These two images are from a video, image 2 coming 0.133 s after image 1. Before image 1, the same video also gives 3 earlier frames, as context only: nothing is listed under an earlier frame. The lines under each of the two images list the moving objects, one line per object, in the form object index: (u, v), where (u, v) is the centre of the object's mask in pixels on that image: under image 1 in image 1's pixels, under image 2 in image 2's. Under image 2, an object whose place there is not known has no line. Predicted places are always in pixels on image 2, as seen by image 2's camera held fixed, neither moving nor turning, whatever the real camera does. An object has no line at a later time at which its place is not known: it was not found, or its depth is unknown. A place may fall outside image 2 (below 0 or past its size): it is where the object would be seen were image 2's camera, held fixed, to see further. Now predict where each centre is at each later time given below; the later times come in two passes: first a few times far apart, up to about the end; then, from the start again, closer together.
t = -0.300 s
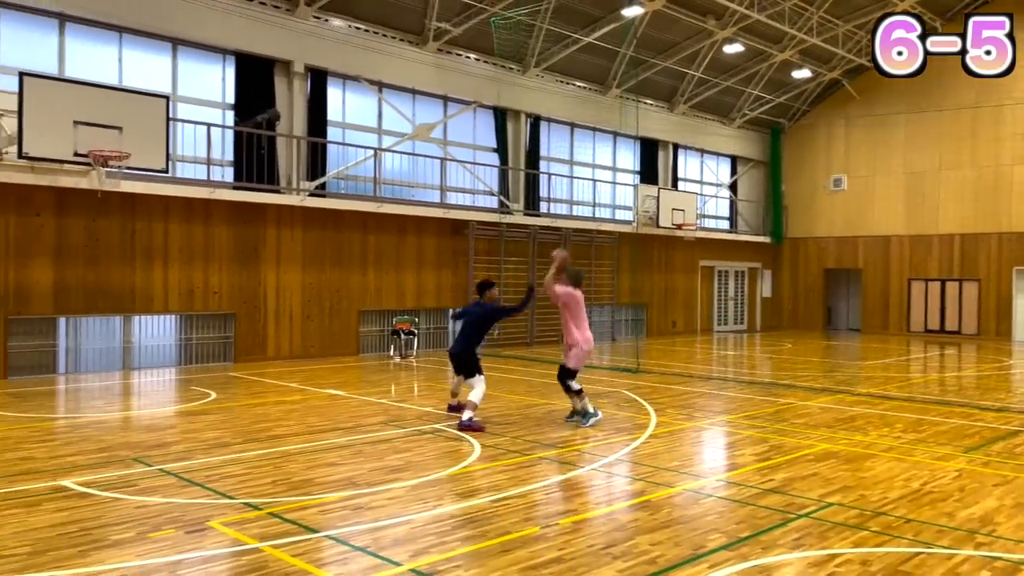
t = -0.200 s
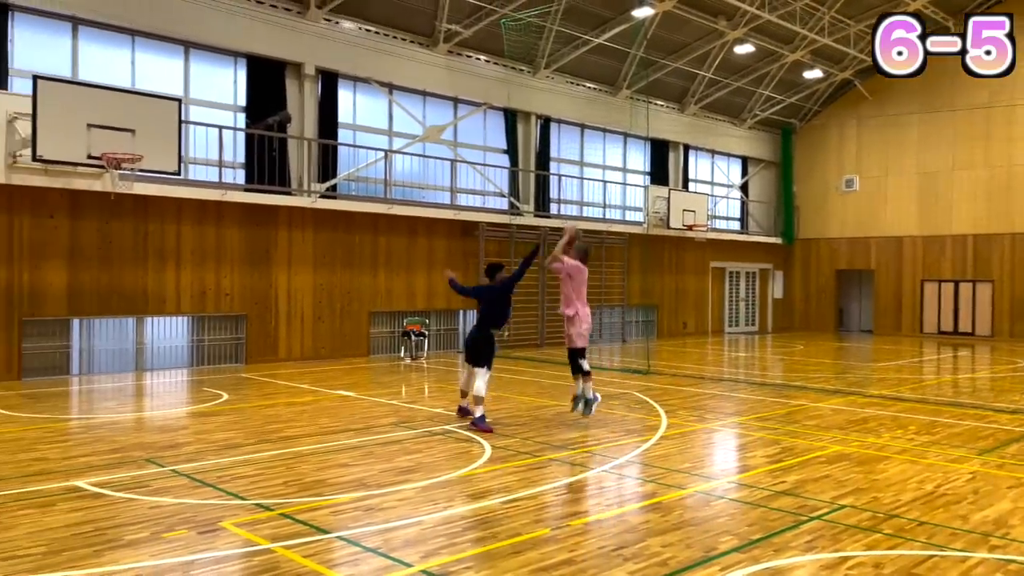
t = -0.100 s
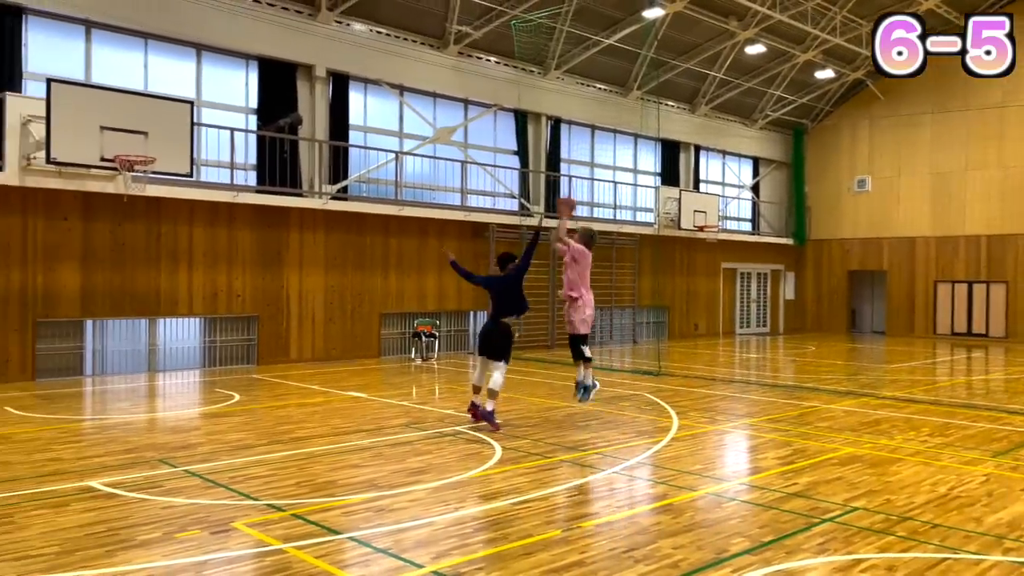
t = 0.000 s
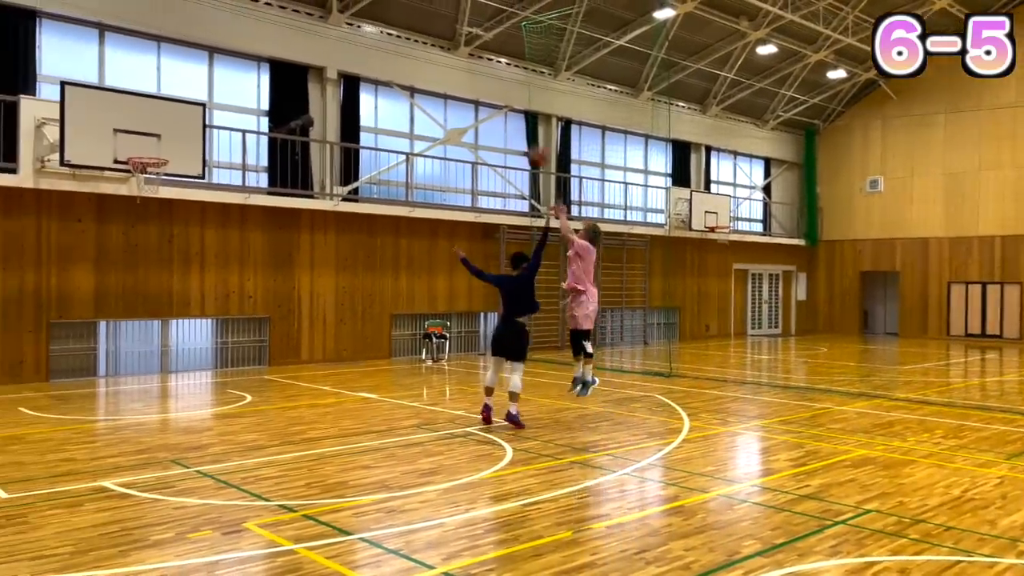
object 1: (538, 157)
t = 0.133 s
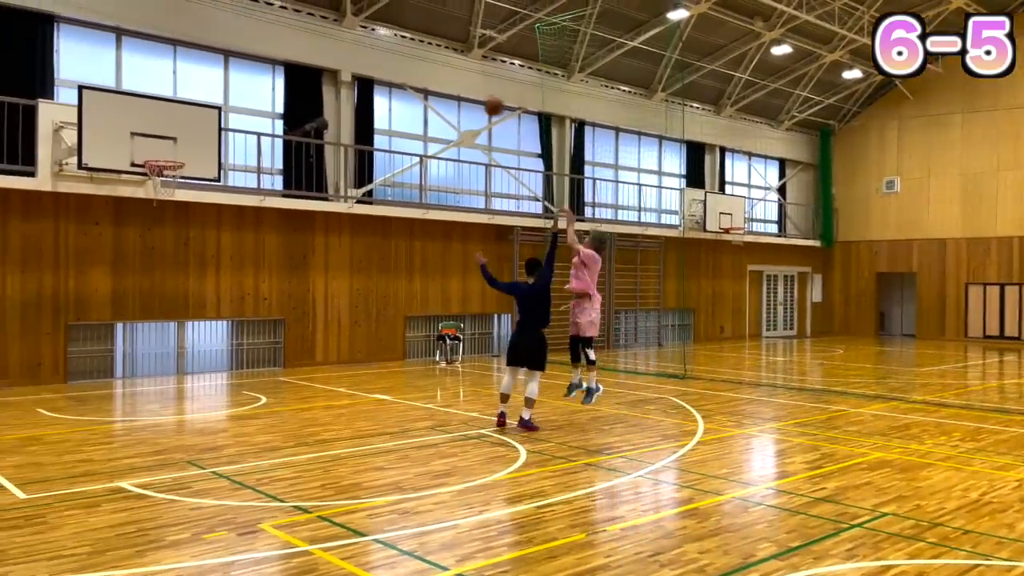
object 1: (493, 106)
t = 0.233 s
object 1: (453, 78)
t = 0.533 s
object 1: (339, 45)
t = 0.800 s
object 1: (246, 77)
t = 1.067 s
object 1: (158, 155)
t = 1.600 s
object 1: (189, 371)
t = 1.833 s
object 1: (228, 289)
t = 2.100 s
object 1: (270, 247)
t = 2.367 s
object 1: (312, 257)
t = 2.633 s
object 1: (352, 318)
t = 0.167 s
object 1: (480, 95)
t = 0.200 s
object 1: (466, 86)
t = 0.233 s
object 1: (453, 78)
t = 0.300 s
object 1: (427, 64)
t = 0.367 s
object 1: (401, 54)
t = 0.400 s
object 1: (389, 49)
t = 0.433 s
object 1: (377, 47)
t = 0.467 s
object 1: (364, 46)
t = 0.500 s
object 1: (351, 45)
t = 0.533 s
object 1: (339, 45)
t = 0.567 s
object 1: (327, 46)
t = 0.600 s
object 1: (315, 48)
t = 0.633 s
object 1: (304, 50)
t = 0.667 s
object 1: (292, 54)
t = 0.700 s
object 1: (281, 59)
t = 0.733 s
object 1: (269, 64)
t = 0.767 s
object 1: (257, 69)
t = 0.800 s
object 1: (246, 77)
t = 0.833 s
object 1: (235, 84)
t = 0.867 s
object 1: (224, 93)
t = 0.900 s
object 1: (213, 102)
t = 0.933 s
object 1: (201, 113)
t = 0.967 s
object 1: (190, 123)
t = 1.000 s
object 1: (180, 134)
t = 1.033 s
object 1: (169, 146)
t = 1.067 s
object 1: (158, 155)
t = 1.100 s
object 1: (152, 173)
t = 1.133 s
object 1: (155, 184)
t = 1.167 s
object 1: (157, 192)
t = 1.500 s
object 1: (178, 364)
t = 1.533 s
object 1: (179, 385)
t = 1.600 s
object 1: (189, 371)
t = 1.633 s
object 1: (195, 357)
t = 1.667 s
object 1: (201, 343)
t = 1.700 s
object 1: (206, 331)
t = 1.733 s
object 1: (211, 320)
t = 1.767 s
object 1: (216, 308)
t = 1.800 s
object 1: (222, 299)
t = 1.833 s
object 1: (228, 289)
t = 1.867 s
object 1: (233, 281)
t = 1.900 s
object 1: (238, 274)
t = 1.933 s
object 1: (244, 268)
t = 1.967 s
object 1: (249, 262)
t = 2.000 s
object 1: (255, 256)
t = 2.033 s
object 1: (259, 252)
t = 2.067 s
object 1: (265, 249)
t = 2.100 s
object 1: (270, 247)
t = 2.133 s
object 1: (276, 246)
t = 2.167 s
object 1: (281, 245)
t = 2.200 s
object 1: (286, 245)
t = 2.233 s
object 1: (290, 246)
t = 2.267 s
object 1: (296, 247)
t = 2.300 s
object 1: (302, 250)
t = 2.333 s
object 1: (307, 253)
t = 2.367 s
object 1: (312, 257)
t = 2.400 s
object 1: (317, 262)
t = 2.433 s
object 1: (322, 268)
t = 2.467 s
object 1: (327, 274)
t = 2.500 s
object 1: (333, 281)
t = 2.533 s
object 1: (338, 289)
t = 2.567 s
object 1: (342, 299)
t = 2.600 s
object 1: (347, 309)
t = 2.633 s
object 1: (352, 318)
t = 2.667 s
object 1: (357, 329)
